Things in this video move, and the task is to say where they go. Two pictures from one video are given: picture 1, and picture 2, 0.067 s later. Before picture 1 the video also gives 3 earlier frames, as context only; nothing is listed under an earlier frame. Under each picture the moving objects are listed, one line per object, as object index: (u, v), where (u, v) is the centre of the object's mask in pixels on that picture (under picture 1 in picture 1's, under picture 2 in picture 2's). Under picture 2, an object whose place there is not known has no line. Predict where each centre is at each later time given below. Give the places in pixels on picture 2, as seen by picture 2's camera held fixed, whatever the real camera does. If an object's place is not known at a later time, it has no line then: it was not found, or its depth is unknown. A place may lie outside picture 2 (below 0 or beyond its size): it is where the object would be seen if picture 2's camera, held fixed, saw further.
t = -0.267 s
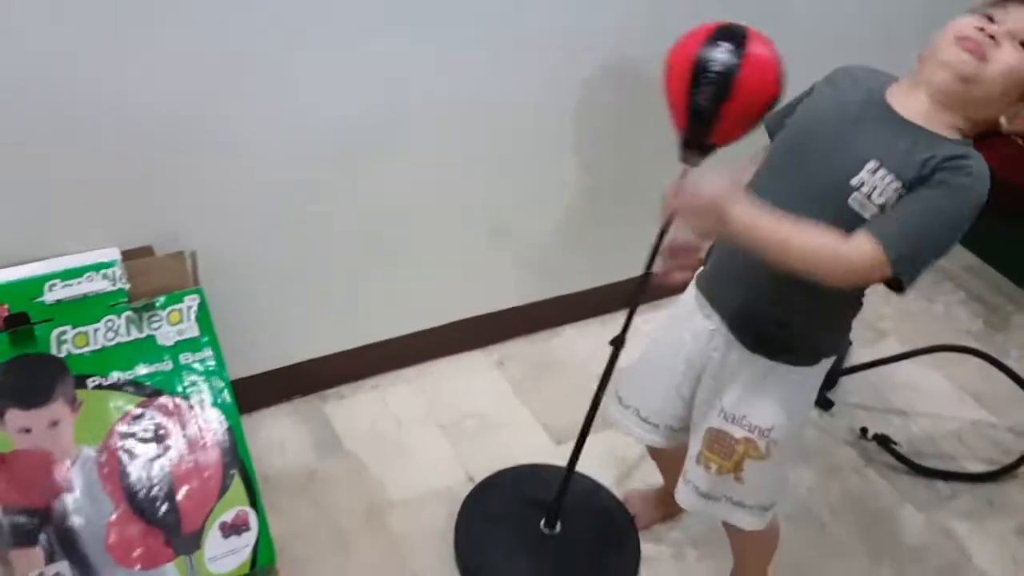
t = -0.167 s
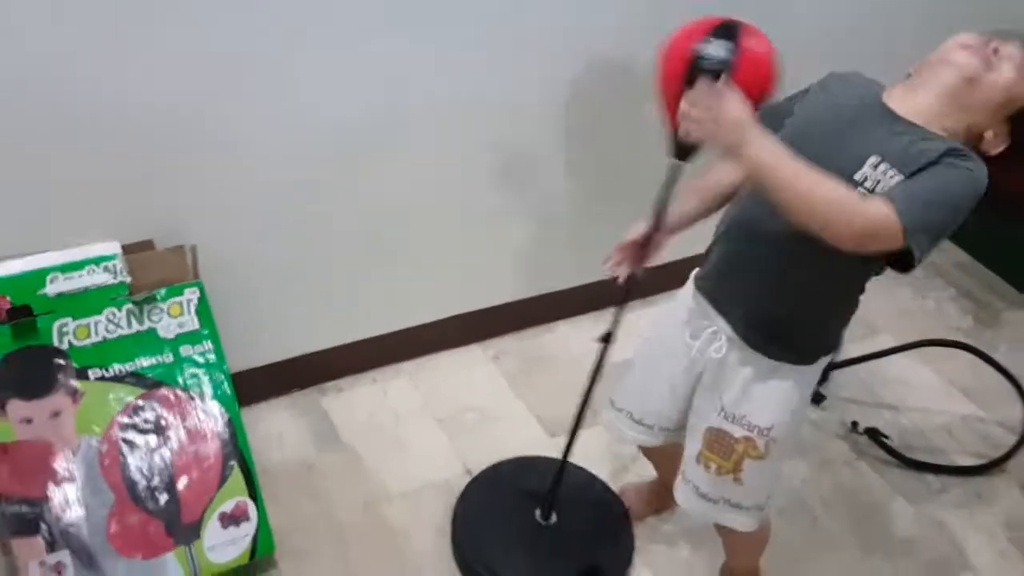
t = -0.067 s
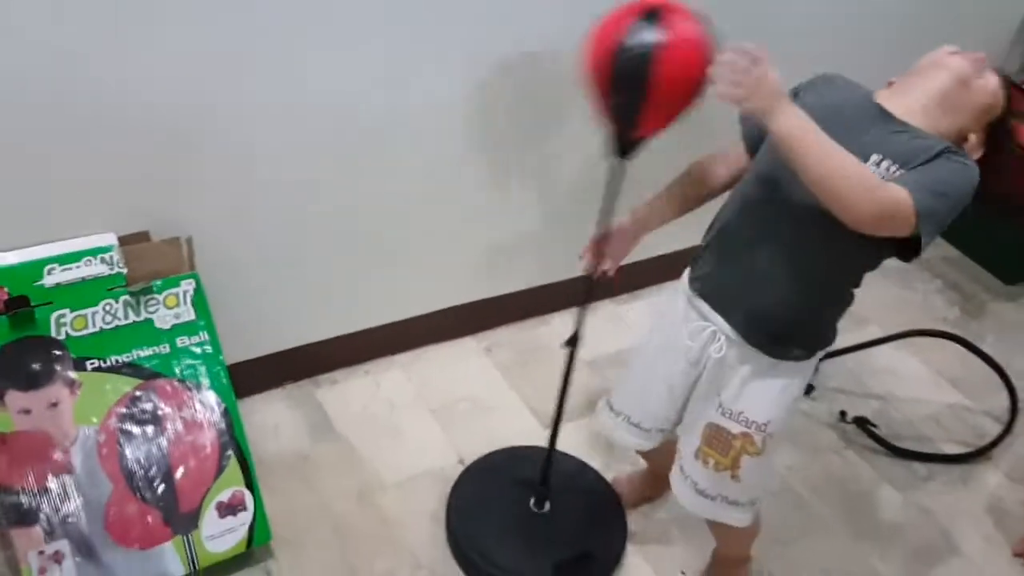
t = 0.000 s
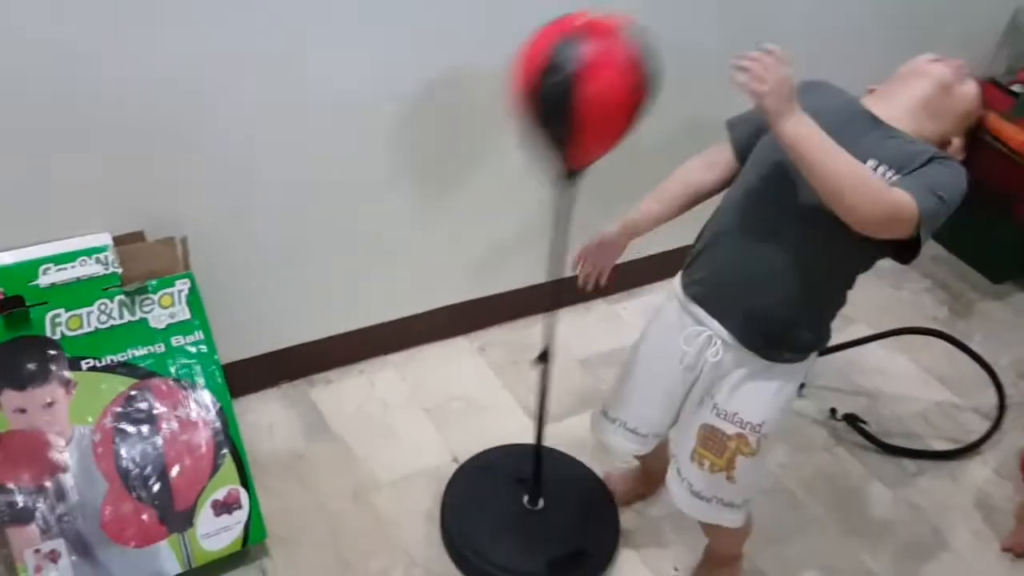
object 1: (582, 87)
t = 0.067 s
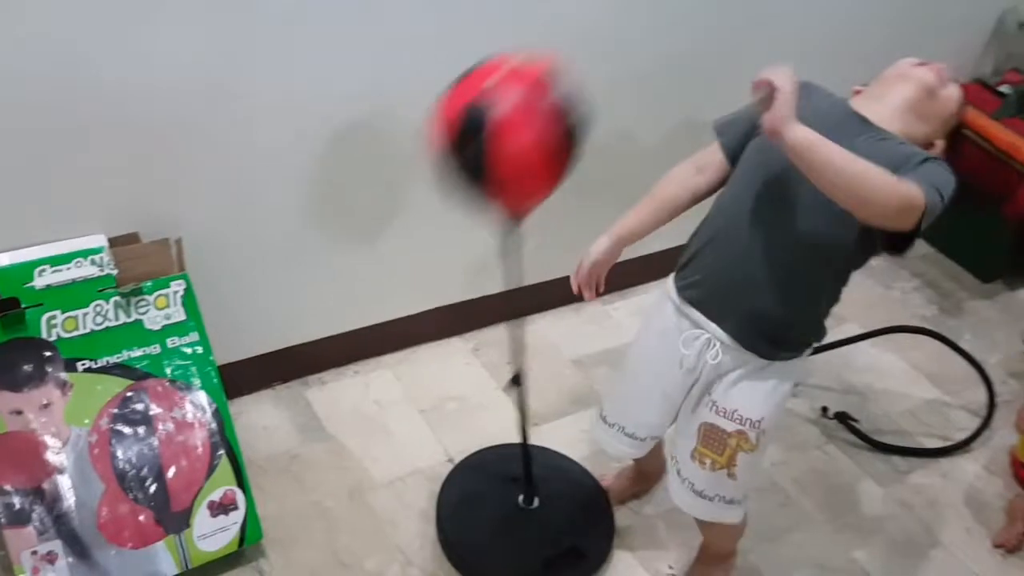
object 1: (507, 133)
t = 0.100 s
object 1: (473, 165)
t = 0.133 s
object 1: (443, 201)
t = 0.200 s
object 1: (398, 269)
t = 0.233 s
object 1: (383, 295)
